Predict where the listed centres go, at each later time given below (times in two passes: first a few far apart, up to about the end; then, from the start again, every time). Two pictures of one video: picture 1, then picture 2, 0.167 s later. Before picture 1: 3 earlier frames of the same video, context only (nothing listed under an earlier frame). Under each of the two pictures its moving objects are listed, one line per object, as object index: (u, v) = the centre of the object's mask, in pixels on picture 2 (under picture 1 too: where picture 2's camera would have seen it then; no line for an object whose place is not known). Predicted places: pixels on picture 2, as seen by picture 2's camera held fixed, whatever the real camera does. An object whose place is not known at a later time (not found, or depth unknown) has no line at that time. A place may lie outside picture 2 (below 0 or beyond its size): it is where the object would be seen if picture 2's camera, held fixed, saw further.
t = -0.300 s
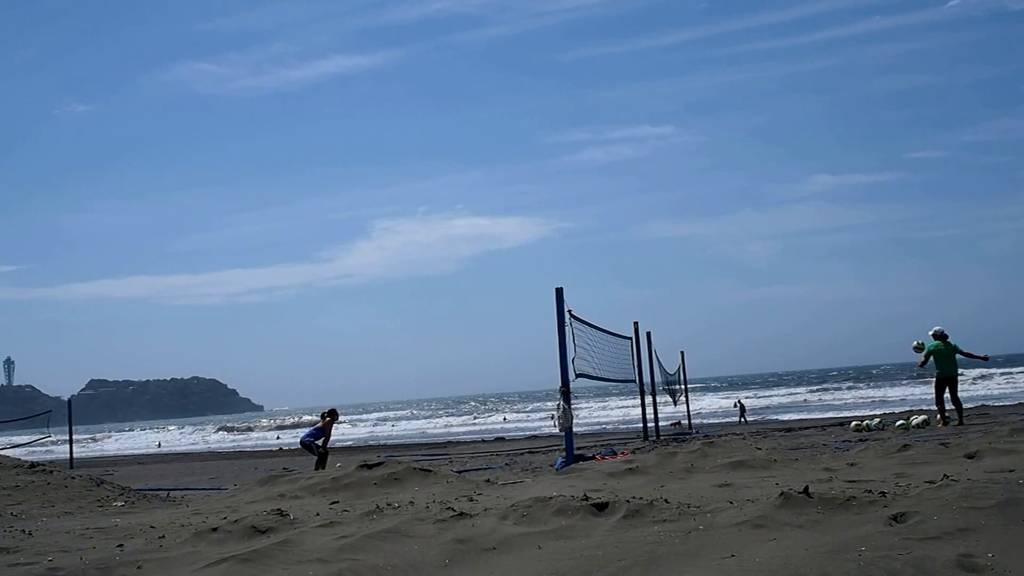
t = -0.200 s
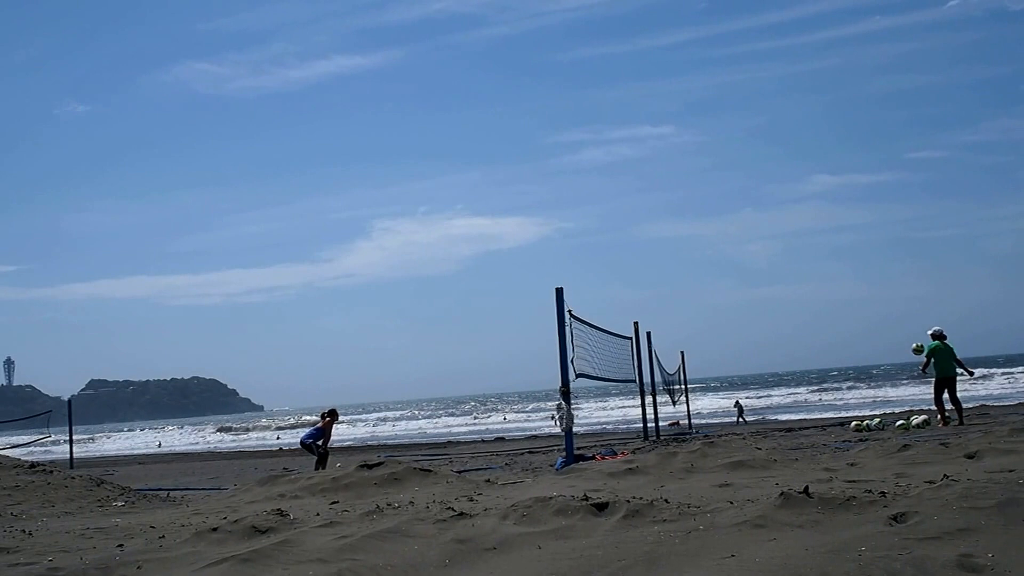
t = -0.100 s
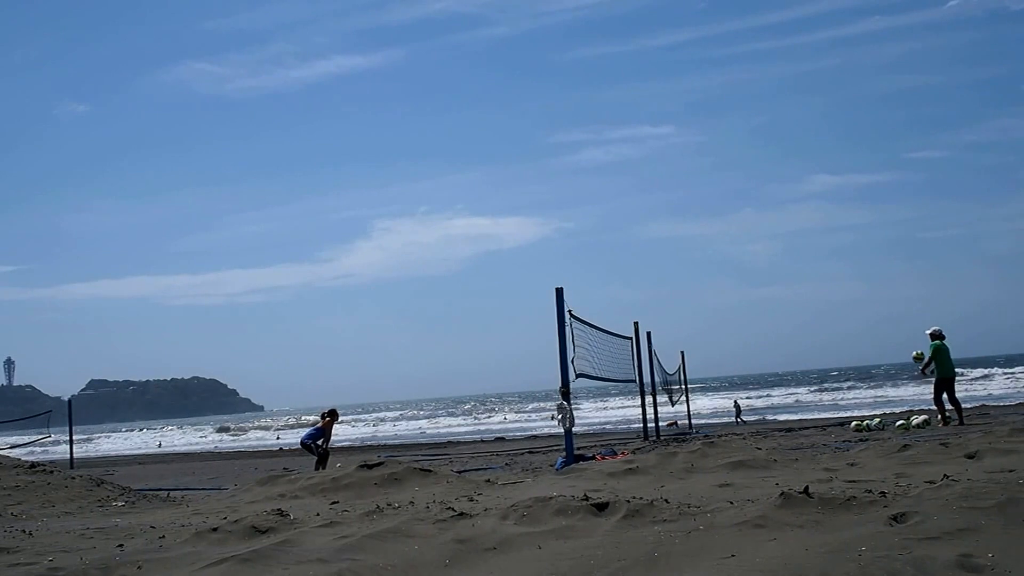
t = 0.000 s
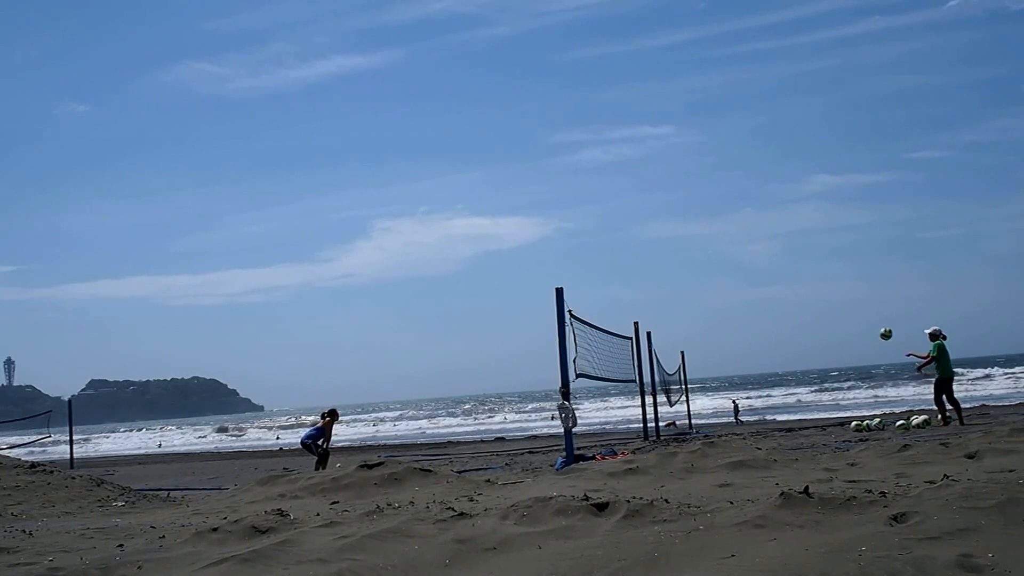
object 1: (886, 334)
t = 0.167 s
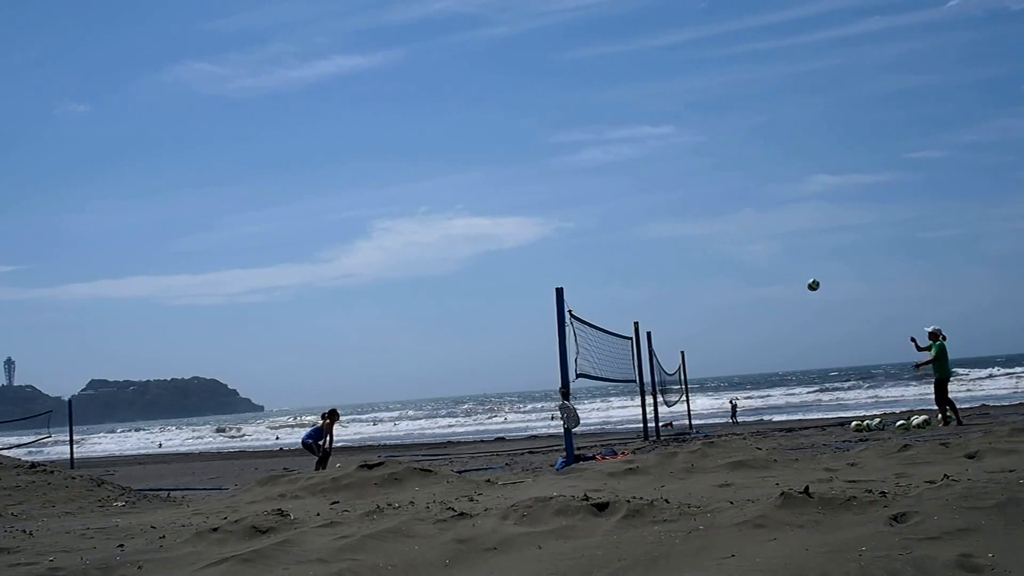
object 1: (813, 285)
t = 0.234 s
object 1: (785, 271)
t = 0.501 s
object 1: (676, 238)
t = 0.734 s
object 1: (590, 242)
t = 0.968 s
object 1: (511, 274)
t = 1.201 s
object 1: (435, 337)
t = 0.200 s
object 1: (799, 277)
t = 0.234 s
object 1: (785, 271)
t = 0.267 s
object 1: (771, 264)
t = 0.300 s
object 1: (757, 258)
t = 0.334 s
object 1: (744, 253)
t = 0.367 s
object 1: (730, 249)
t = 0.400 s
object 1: (716, 246)
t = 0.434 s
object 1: (703, 242)
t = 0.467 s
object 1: (689, 240)
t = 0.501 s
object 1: (676, 238)
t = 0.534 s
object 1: (664, 237)
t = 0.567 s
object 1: (651, 236)
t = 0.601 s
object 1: (638, 236)
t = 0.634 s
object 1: (626, 237)
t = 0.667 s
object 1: (614, 238)
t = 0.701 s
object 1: (602, 240)
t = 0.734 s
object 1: (590, 242)
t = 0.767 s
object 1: (578, 245)
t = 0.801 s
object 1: (567, 248)
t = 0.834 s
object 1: (555, 252)
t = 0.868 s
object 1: (544, 257)
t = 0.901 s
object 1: (533, 262)
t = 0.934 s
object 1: (522, 268)
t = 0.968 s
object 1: (511, 274)
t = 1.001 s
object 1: (500, 281)
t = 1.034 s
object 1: (489, 289)
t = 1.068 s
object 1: (478, 298)
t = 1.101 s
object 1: (467, 307)
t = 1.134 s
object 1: (457, 316)
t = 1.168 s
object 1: (446, 326)
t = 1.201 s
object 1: (435, 337)
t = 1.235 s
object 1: (425, 348)
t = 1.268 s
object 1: (414, 360)
